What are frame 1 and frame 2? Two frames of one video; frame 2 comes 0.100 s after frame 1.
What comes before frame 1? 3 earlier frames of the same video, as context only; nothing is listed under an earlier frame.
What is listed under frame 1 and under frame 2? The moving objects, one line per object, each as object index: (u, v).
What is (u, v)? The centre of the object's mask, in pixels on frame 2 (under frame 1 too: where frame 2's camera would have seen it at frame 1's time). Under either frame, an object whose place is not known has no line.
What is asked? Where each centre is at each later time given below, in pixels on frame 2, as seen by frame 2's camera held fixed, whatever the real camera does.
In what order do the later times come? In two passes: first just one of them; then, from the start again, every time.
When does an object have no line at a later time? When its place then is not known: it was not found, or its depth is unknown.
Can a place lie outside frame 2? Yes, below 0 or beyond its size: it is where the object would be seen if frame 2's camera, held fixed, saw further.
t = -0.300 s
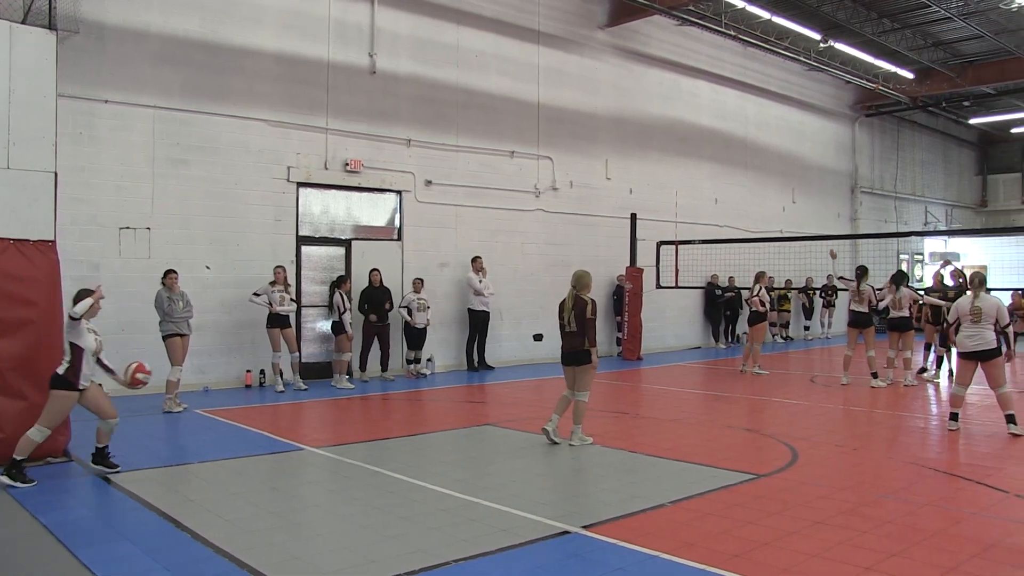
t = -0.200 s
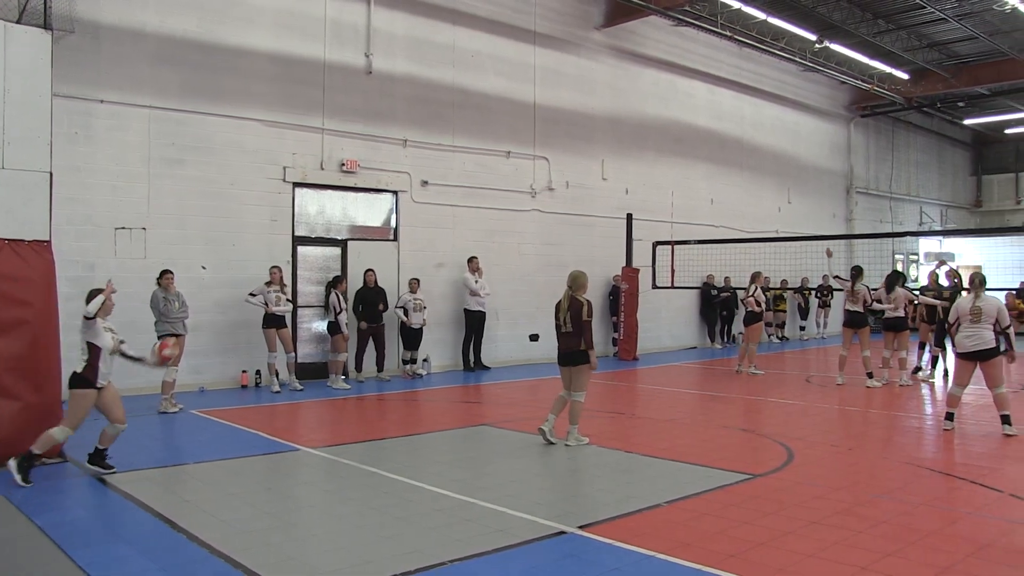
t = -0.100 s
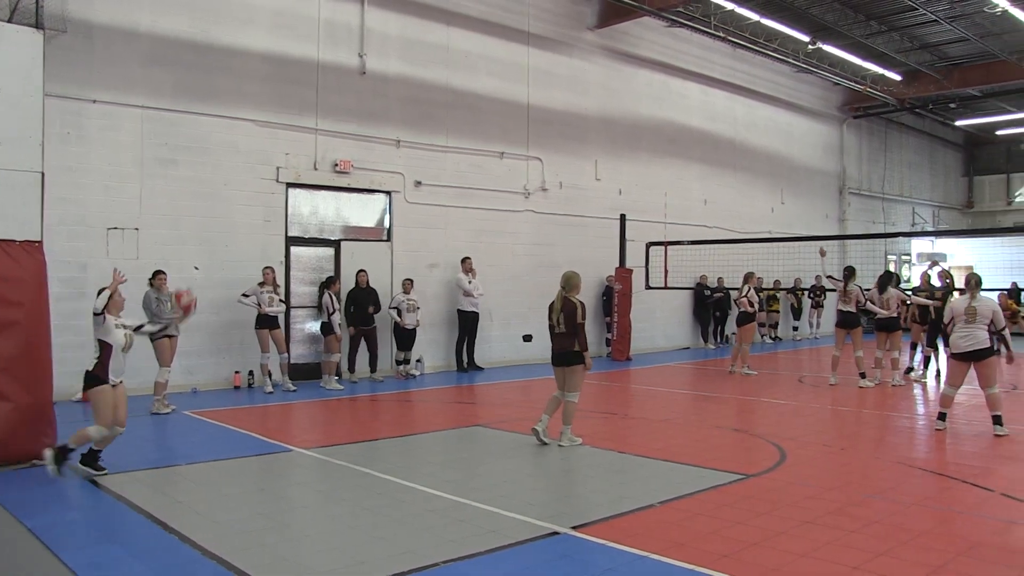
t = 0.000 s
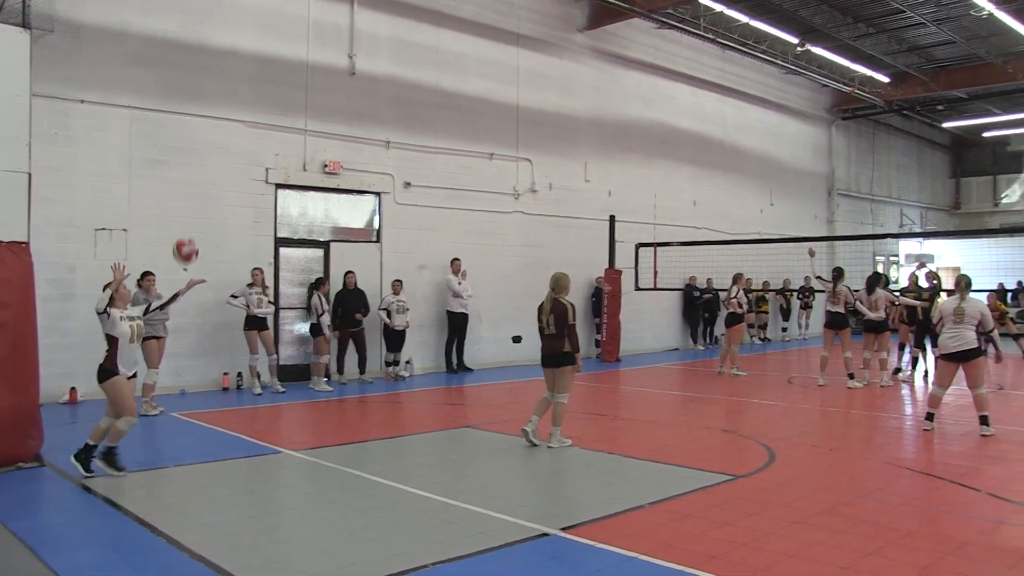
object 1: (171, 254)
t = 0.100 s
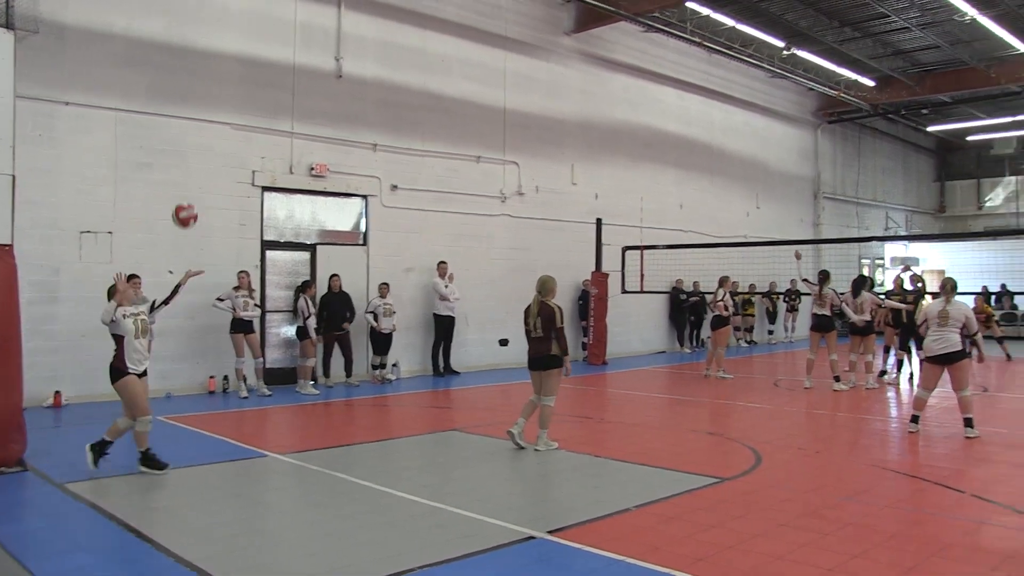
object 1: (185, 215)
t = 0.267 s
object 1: (205, 180)
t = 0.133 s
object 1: (189, 205)
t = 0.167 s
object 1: (193, 197)
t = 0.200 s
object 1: (197, 190)
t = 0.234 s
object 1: (201, 184)
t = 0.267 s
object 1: (205, 180)
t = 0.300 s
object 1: (209, 177)
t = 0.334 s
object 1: (213, 175)
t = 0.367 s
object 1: (217, 175)
